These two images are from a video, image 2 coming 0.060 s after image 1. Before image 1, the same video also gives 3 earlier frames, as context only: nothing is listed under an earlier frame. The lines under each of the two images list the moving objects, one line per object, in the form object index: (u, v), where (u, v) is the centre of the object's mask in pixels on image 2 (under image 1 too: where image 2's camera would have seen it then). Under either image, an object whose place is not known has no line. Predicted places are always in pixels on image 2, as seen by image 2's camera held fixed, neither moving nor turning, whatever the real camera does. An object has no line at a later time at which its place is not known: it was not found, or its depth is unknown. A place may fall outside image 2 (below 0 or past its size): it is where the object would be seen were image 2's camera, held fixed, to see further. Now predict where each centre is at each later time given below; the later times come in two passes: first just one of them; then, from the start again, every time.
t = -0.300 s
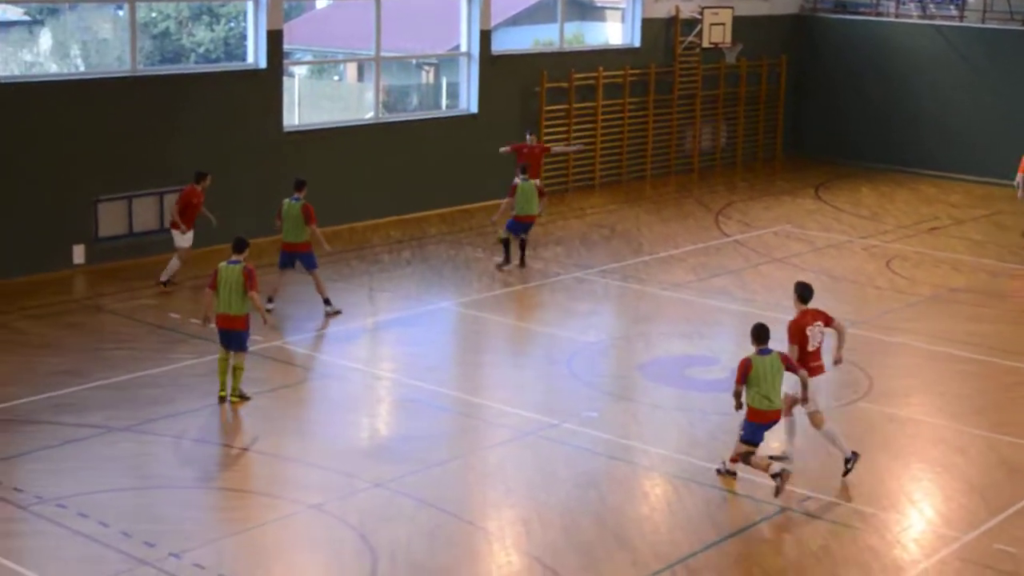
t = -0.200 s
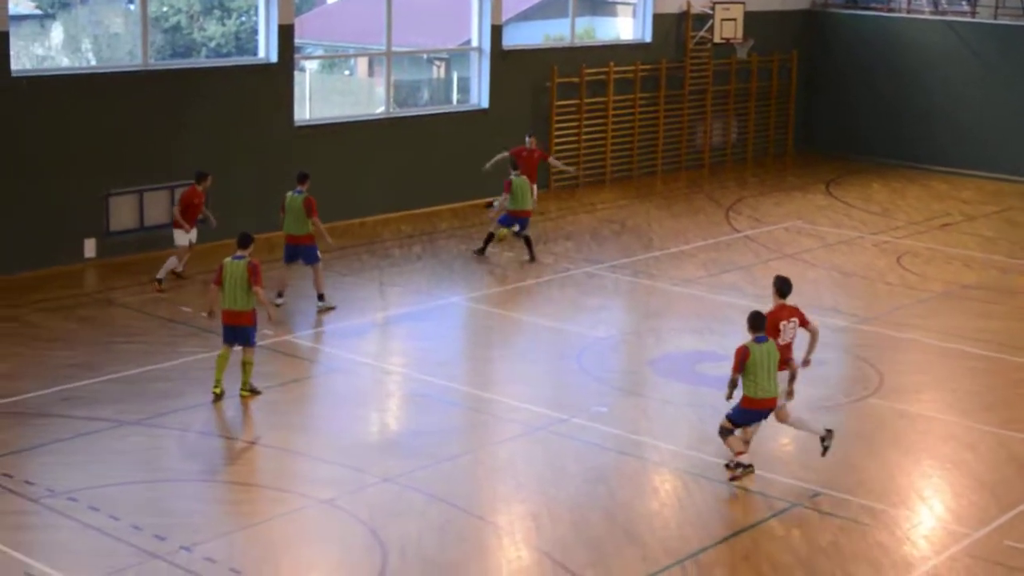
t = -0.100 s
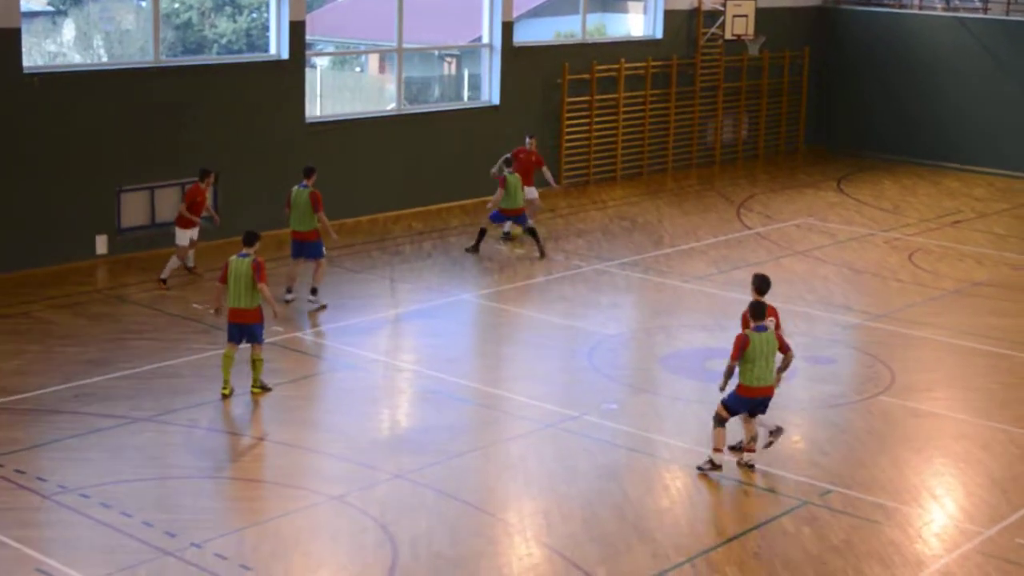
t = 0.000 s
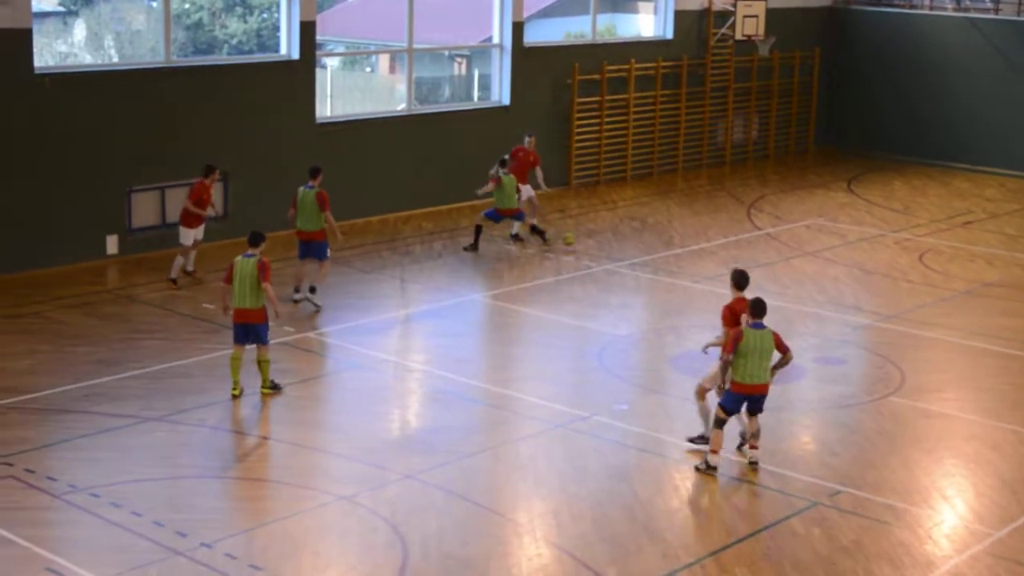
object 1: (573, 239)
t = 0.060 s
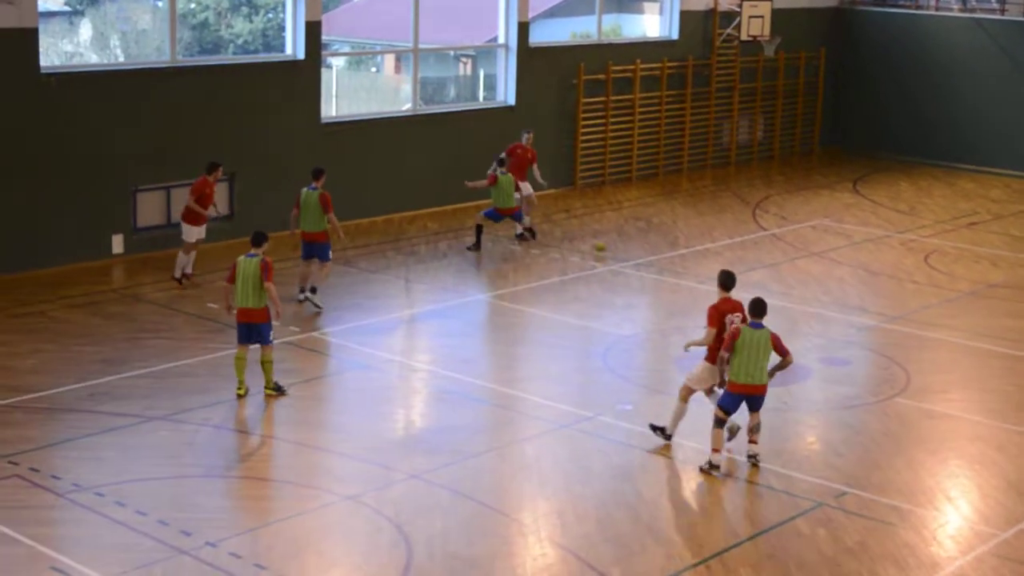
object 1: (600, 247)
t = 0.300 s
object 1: (705, 275)
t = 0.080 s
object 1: (609, 250)
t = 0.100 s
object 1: (618, 255)
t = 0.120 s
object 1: (628, 258)
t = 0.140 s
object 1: (636, 261)
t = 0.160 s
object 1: (645, 262)
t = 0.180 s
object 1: (653, 262)
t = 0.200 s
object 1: (662, 264)
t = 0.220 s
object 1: (670, 265)
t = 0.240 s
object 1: (678, 268)
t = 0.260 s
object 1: (688, 270)
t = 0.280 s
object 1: (696, 273)
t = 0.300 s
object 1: (705, 275)
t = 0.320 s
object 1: (713, 277)
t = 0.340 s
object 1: (722, 279)
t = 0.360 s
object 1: (730, 280)
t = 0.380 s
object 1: (738, 282)
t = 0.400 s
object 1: (746, 283)
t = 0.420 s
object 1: (754, 286)
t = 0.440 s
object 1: (761, 288)
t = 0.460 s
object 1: (769, 290)
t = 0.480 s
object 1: (778, 290)
